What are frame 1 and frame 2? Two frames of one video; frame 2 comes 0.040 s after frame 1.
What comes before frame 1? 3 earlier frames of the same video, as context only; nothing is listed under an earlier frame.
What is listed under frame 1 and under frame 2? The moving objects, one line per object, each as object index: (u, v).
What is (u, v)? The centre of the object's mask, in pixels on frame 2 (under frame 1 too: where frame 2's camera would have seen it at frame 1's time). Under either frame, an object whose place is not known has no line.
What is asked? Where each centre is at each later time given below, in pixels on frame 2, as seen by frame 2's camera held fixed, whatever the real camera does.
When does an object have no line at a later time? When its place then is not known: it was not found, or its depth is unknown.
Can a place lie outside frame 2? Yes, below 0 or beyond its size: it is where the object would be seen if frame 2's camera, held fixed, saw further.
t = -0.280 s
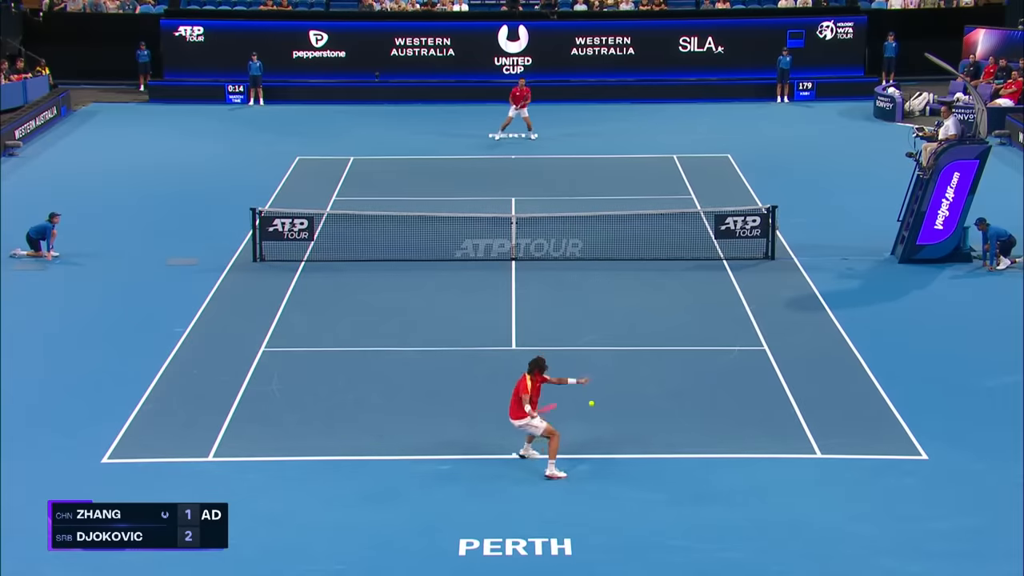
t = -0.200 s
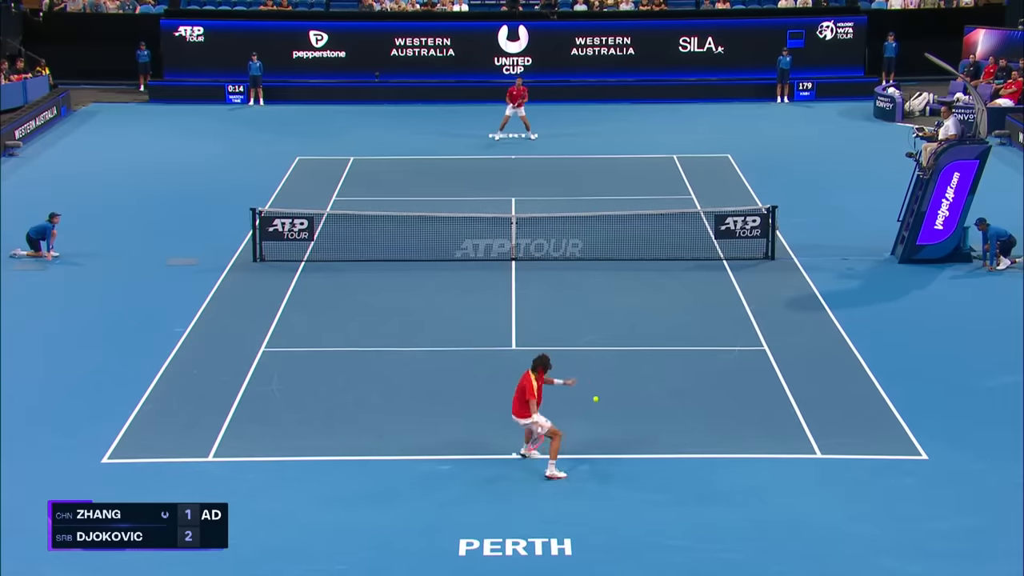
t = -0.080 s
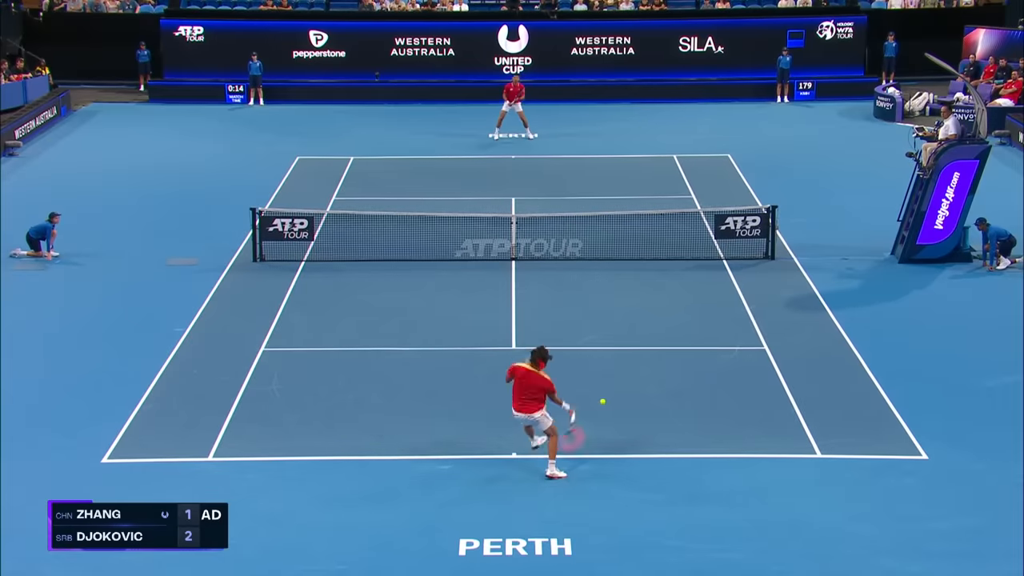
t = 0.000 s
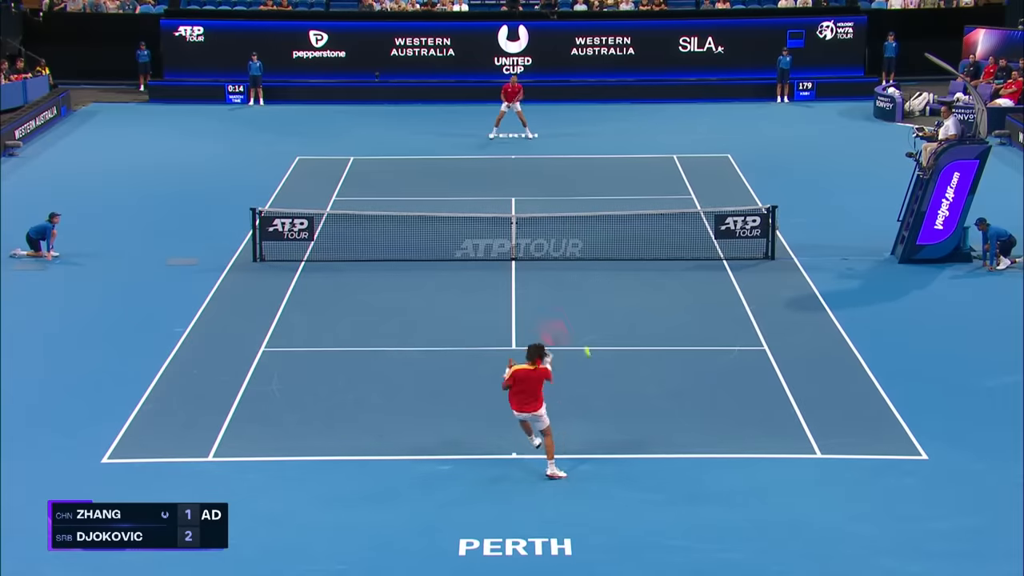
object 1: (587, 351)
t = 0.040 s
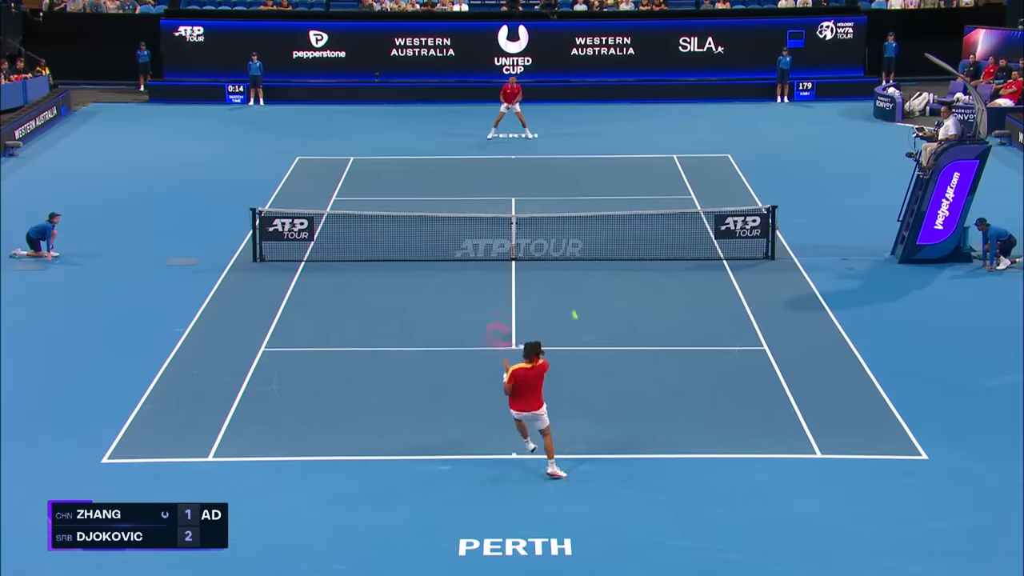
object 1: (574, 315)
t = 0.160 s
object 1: (543, 236)
